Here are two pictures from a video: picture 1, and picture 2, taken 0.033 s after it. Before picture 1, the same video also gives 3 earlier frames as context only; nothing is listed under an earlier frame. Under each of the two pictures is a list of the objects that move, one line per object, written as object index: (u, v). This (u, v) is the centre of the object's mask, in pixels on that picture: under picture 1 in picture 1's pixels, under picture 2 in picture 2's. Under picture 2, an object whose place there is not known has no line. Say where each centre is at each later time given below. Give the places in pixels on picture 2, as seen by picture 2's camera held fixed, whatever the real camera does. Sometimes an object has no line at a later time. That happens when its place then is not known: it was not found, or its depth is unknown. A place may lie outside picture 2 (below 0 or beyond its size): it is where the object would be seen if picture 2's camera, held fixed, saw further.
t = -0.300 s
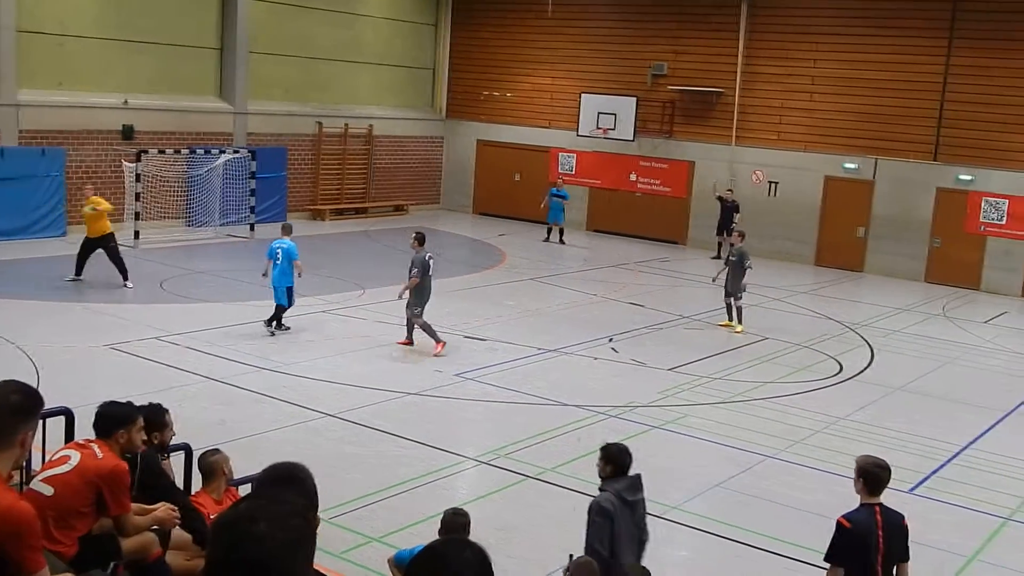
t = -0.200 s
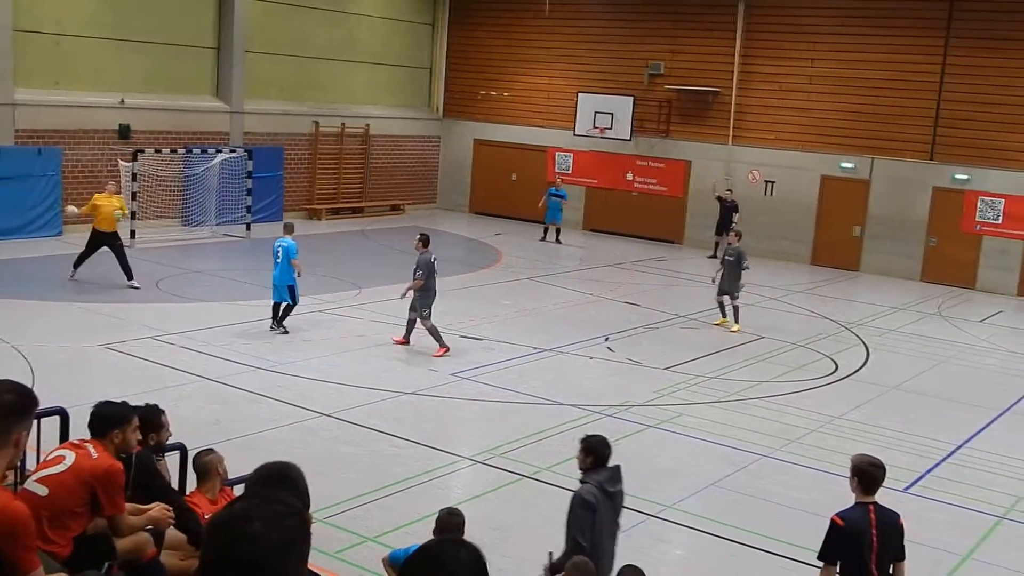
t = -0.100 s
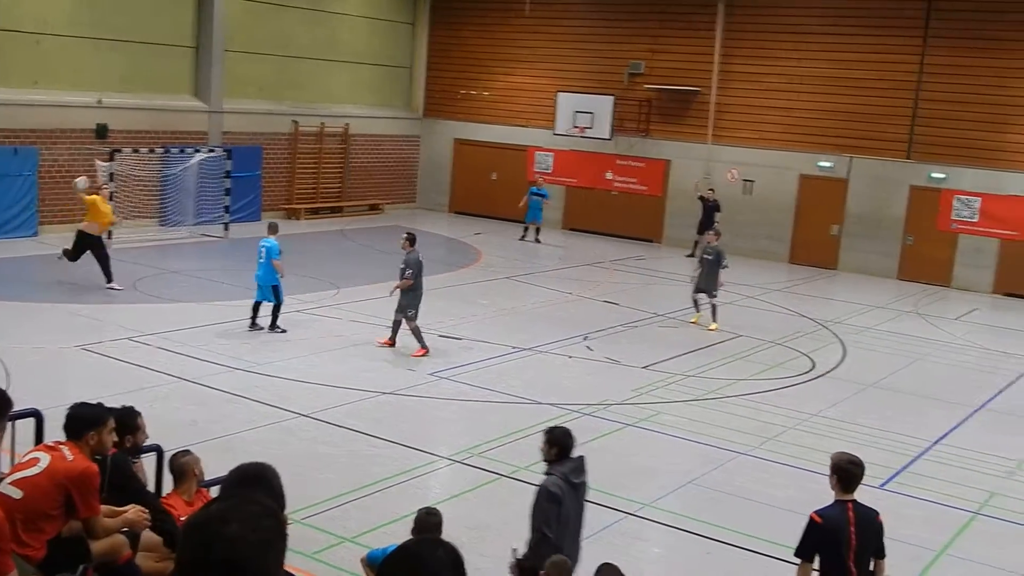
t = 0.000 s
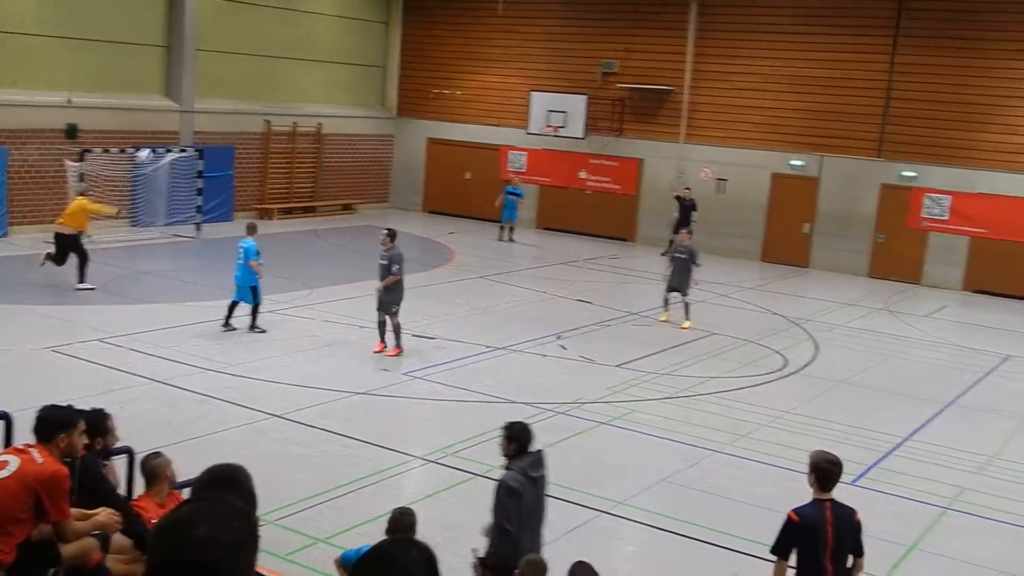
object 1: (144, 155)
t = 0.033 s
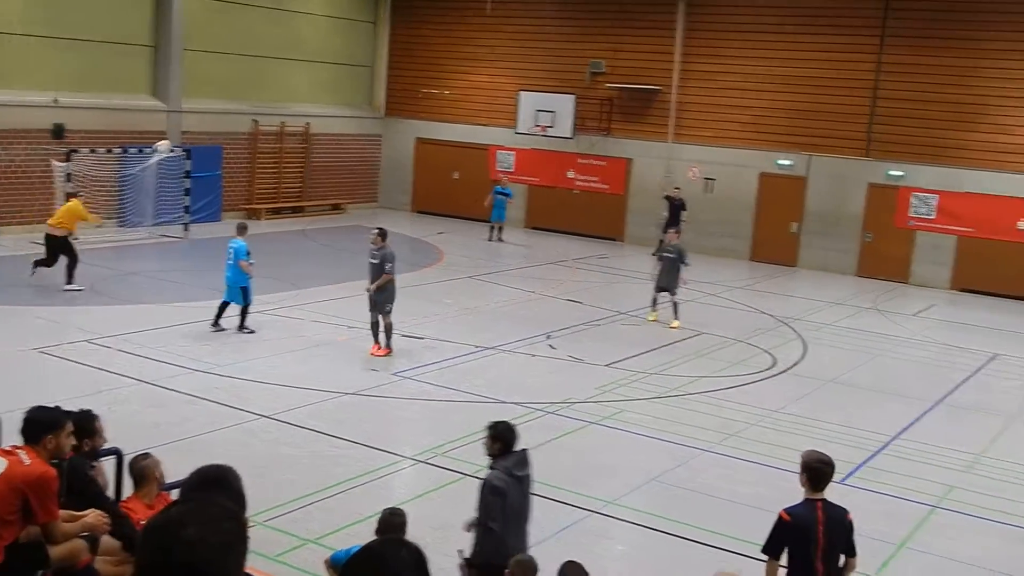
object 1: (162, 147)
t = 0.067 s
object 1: (194, 139)
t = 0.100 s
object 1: (227, 131)
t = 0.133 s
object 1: (258, 124)
